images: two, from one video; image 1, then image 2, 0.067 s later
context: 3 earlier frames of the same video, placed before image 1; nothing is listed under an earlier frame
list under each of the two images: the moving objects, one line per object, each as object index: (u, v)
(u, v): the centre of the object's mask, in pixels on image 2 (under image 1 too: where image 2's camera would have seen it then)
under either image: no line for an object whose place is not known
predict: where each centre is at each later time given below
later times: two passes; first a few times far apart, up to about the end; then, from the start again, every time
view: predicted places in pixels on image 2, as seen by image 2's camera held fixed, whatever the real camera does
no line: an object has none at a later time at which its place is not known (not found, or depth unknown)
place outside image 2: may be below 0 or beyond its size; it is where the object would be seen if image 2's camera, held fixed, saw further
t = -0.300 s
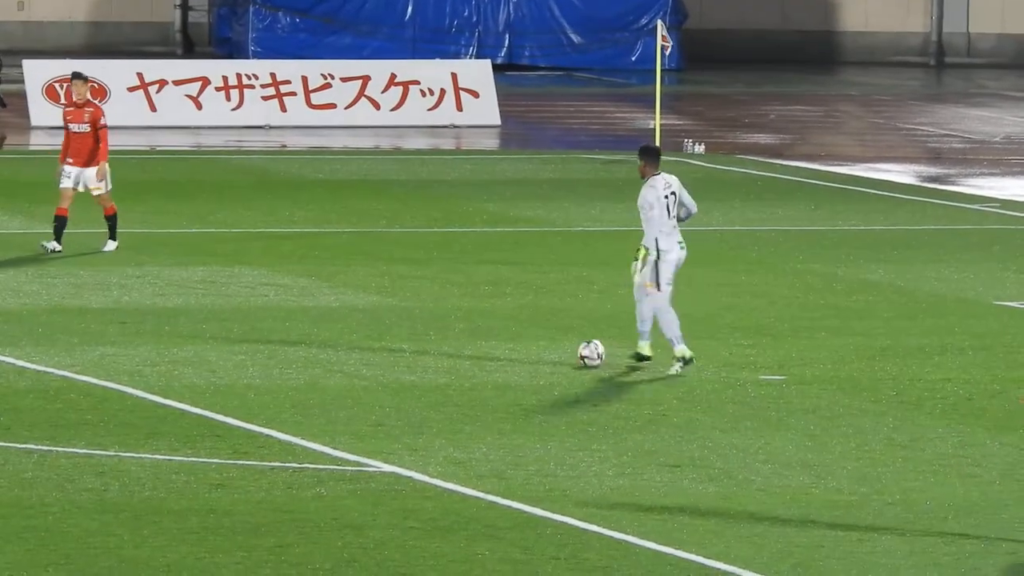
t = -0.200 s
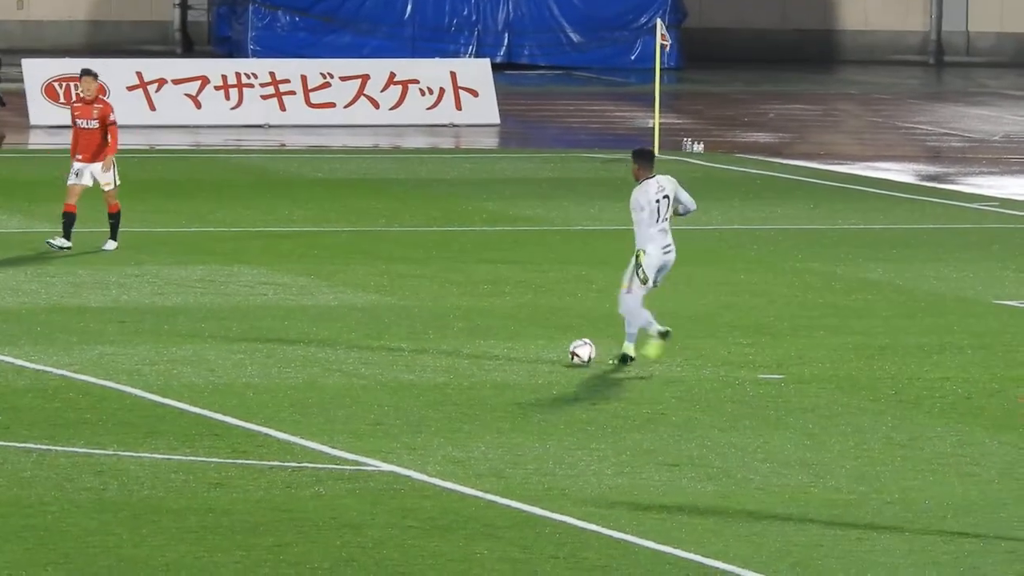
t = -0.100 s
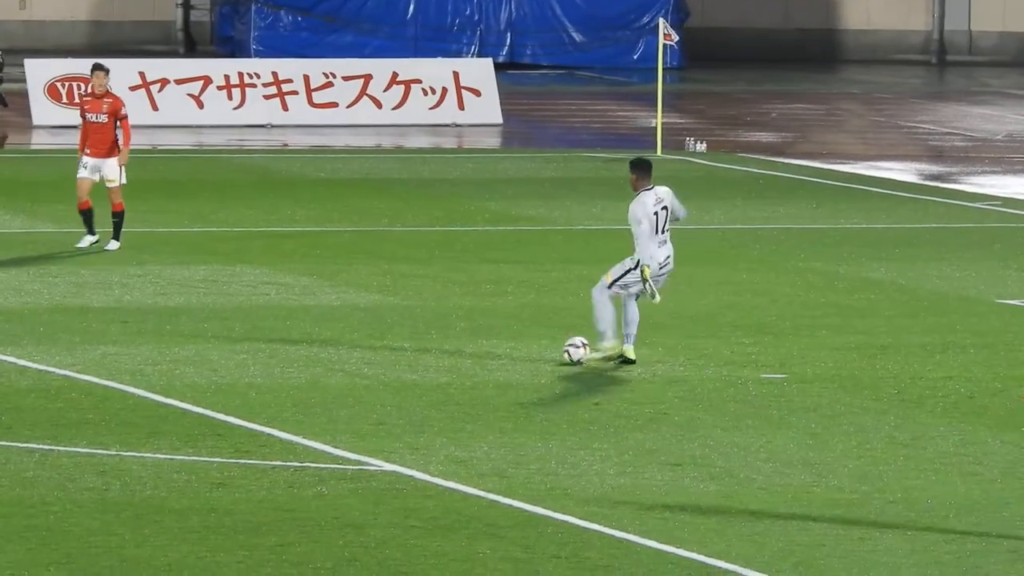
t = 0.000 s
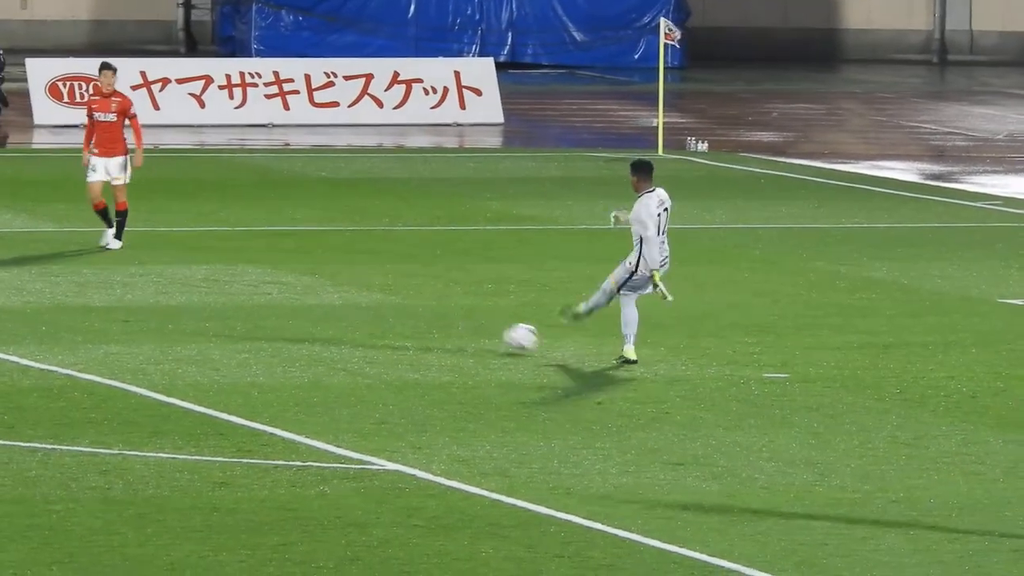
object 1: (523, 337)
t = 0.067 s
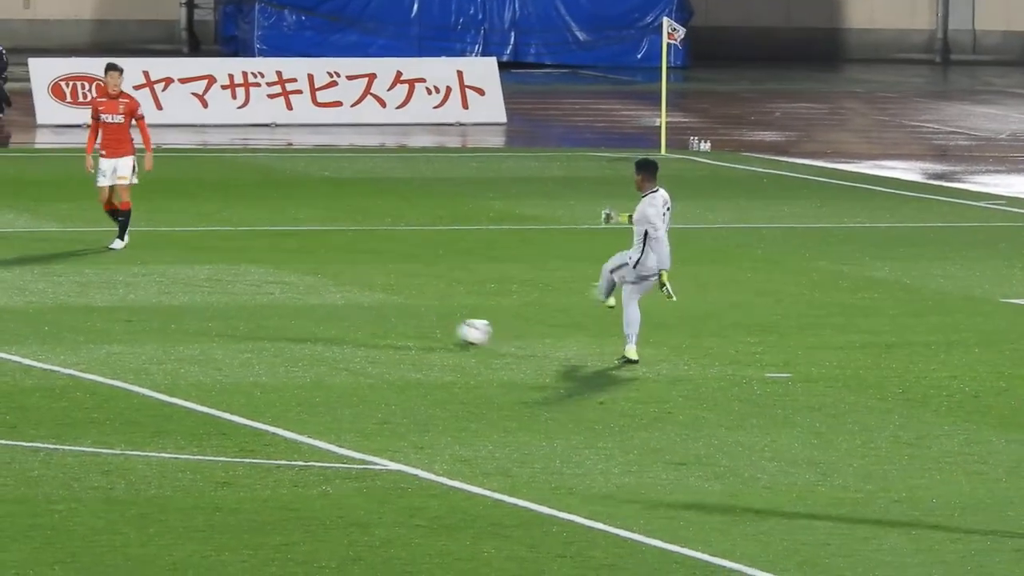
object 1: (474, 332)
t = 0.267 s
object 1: (350, 308)
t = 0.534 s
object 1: (227, 283)
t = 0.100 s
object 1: (451, 326)
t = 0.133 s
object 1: (429, 320)
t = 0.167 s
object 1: (408, 316)
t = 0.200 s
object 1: (387, 312)
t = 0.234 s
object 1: (367, 311)
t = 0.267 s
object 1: (350, 308)
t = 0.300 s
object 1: (332, 299)
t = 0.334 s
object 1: (315, 293)
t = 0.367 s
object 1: (299, 288)
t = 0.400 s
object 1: (284, 285)
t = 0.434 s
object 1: (268, 285)
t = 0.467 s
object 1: (254, 284)
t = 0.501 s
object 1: (239, 286)
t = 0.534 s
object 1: (227, 283)
